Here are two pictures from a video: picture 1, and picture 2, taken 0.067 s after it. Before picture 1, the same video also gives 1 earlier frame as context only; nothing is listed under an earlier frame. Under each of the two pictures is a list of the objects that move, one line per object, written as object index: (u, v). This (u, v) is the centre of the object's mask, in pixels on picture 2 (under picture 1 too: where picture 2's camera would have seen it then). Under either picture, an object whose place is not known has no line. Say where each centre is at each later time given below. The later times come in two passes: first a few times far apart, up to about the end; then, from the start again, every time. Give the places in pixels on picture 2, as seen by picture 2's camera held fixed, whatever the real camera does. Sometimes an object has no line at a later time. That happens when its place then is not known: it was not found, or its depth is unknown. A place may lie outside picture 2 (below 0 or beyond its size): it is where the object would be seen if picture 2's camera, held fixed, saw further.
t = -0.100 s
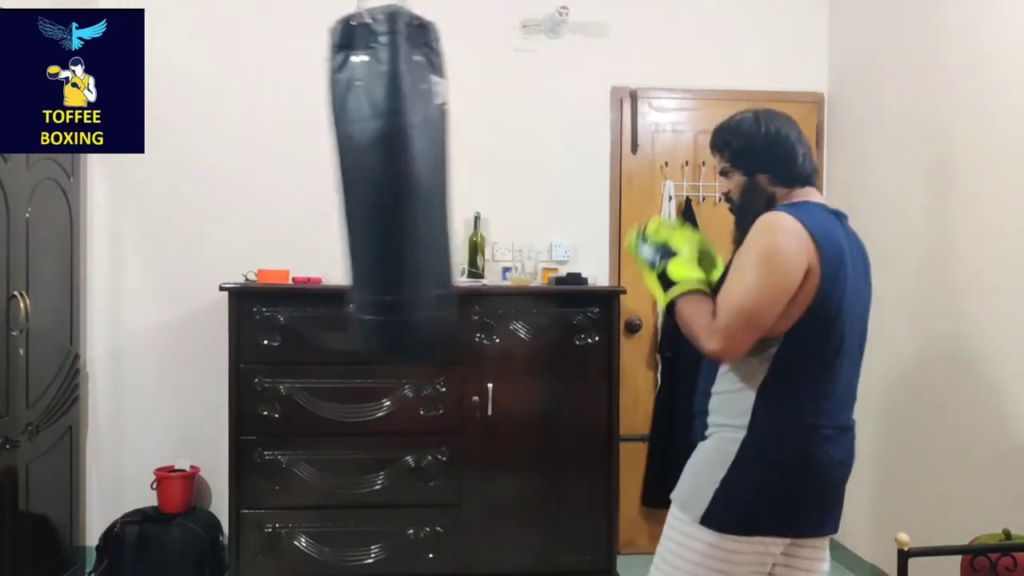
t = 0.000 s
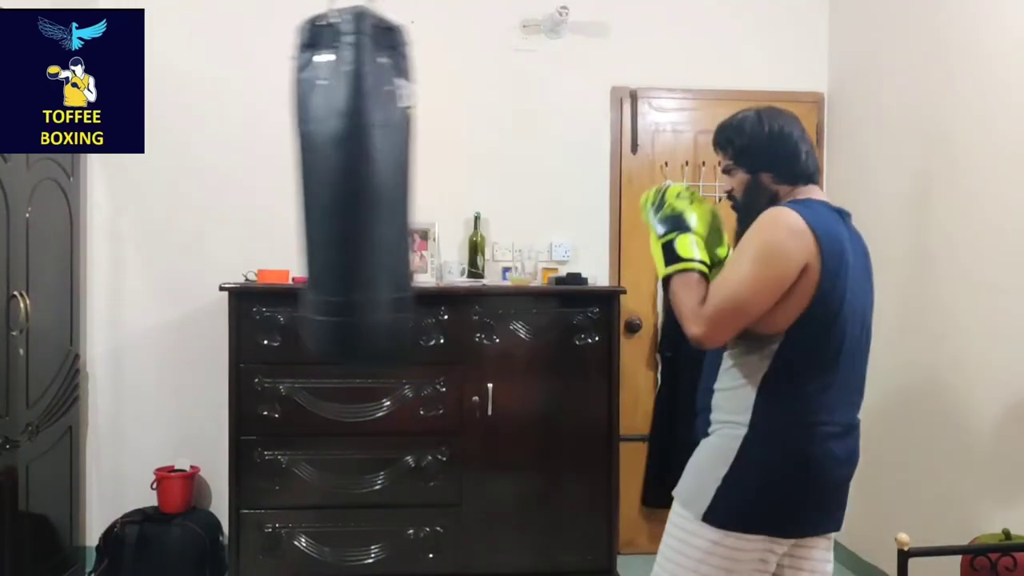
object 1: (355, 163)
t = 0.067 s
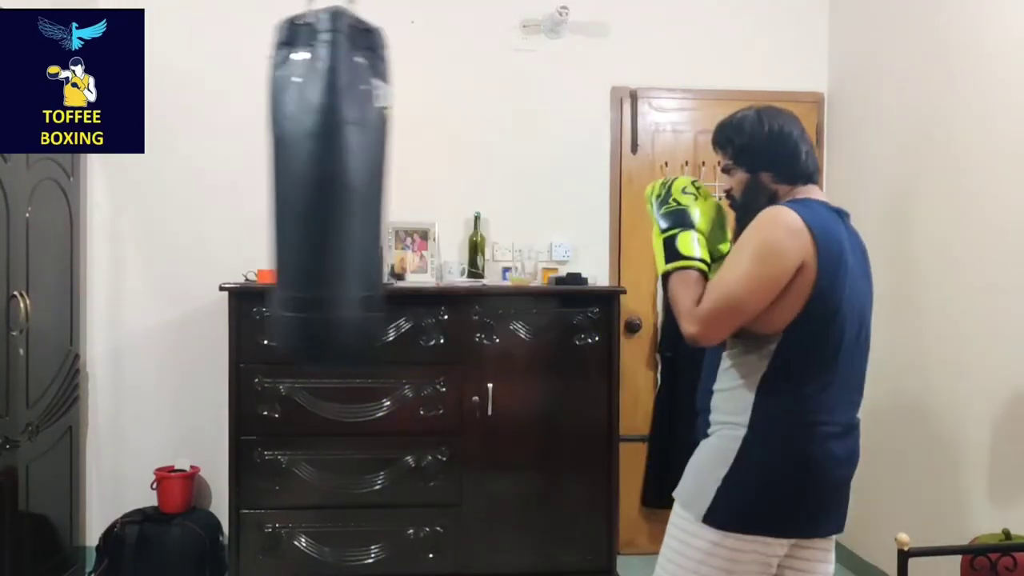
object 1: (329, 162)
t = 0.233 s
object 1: (270, 152)
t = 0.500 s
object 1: (200, 145)
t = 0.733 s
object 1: (189, 147)
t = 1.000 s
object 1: (239, 149)
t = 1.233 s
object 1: (319, 160)
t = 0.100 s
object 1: (316, 162)
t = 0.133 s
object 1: (304, 158)
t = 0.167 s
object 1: (293, 157)
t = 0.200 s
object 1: (281, 153)
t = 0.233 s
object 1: (270, 152)
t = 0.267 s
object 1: (258, 154)
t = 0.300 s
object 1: (247, 153)
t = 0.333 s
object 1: (236, 151)
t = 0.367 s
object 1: (226, 148)
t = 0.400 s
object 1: (217, 148)
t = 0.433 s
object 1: (211, 147)
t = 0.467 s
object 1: (205, 147)
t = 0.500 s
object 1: (200, 145)
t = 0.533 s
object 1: (194, 147)
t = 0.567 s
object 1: (189, 147)
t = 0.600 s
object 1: (187, 147)
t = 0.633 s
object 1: (185, 146)
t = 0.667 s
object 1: (185, 147)
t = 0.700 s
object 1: (186, 146)
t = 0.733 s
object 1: (189, 147)
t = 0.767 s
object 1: (192, 146)
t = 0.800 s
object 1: (197, 147)
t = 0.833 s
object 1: (202, 144)
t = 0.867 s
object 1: (207, 145)
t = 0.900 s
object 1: (212, 147)
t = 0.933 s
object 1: (220, 147)
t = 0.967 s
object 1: (230, 150)
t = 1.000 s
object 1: (239, 149)
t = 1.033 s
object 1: (251, 153)
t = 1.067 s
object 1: (261, 153)
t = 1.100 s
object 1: (273, 154)
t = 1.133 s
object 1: (285, 157)
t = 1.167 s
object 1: (297, 158)
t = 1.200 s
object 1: (307, 160)
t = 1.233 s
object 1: (319, 160)
